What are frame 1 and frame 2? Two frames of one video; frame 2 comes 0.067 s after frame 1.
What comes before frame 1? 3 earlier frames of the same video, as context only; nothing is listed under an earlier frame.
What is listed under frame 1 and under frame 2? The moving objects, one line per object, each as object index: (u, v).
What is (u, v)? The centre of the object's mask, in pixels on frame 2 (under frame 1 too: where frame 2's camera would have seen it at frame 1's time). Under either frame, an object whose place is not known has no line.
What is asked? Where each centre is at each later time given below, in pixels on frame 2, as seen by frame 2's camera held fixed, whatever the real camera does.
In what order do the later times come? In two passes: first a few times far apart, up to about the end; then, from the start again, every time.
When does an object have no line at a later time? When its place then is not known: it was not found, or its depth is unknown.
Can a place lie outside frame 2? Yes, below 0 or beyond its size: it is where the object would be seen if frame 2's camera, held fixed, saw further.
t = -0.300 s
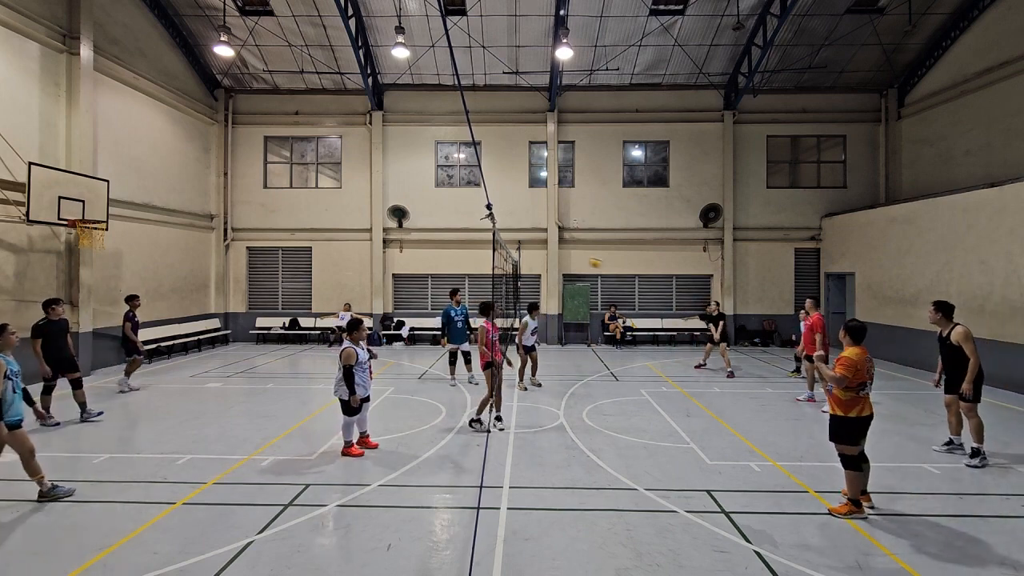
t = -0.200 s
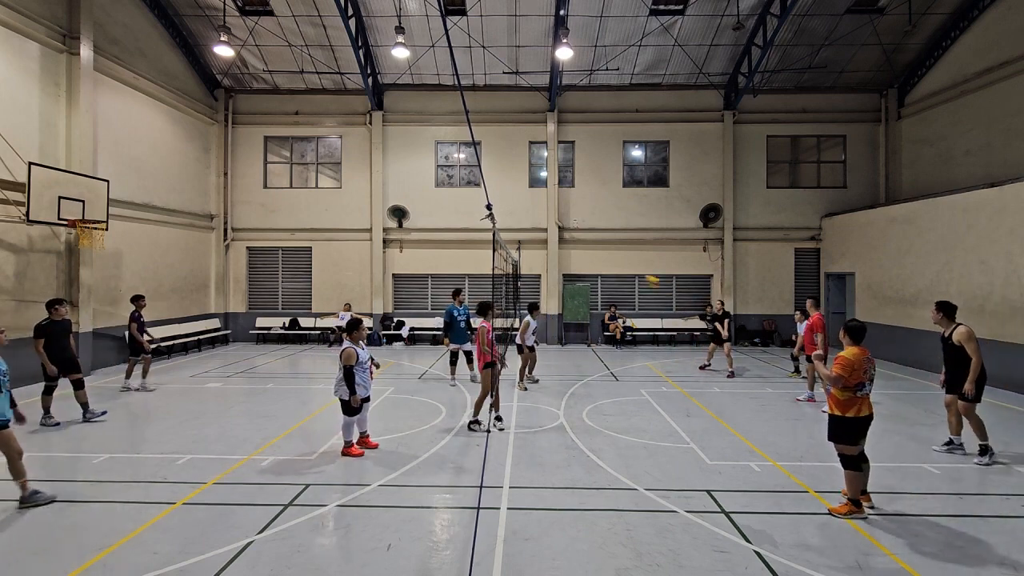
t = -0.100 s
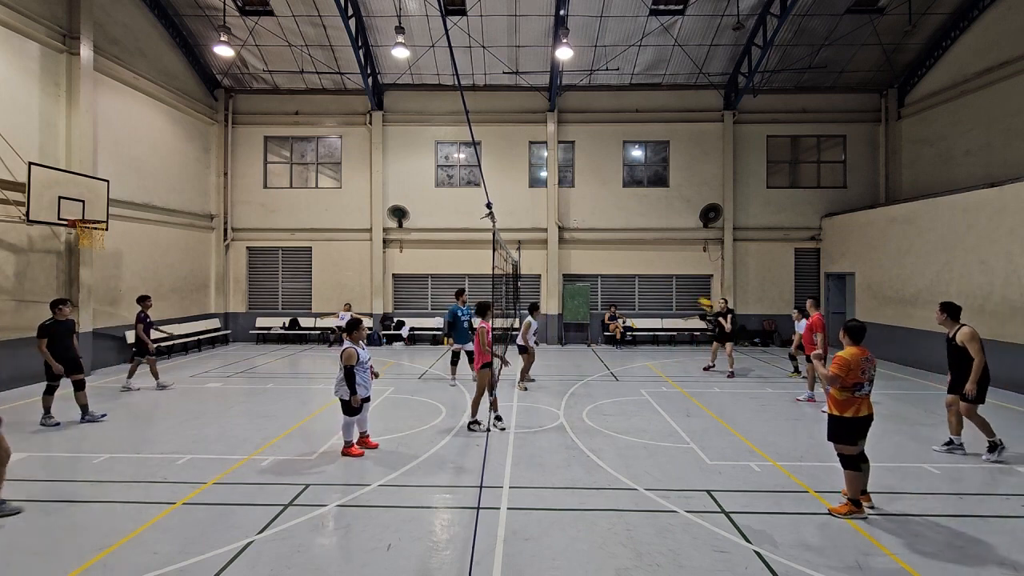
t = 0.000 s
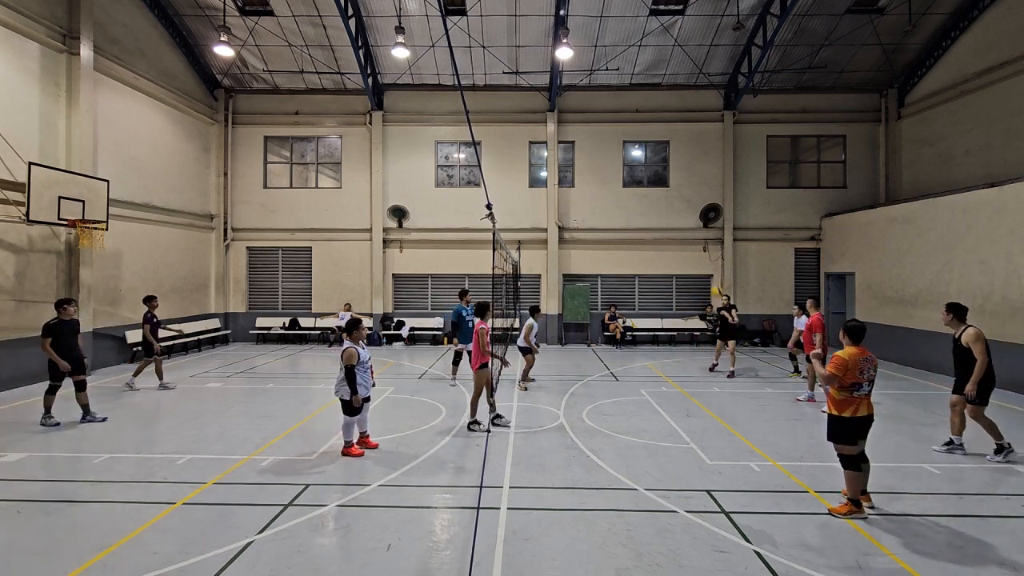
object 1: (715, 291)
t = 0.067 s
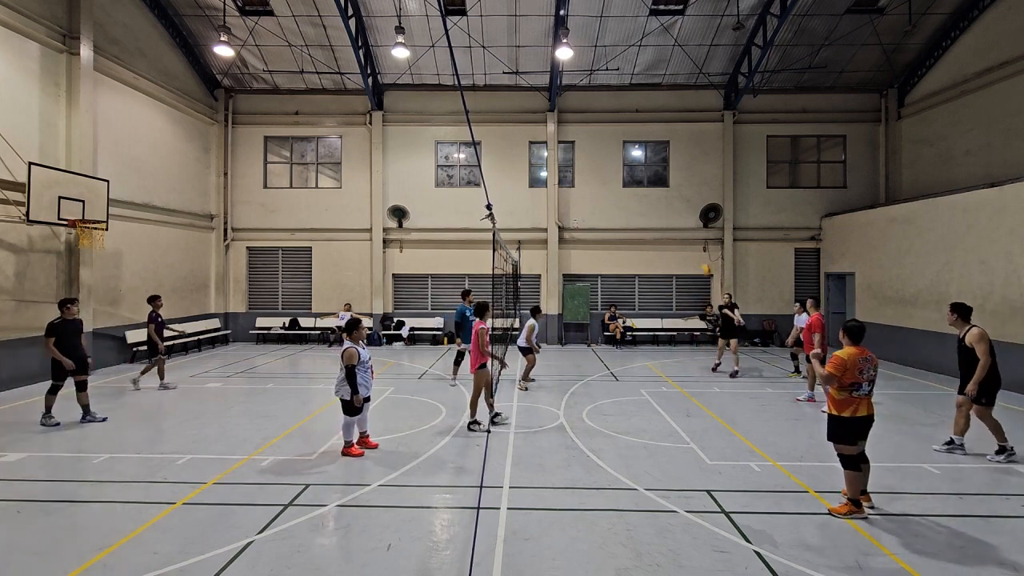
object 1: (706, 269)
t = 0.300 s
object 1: (670, 209)
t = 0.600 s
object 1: (627, 170)
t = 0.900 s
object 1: (586, 174)
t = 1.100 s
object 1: (559, 198)
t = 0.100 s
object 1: (700, 258)
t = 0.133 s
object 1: (696, 248)
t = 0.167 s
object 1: (690, 240)
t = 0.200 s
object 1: (685, 231)
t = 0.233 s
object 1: (680, 223)
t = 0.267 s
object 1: (675, 216)
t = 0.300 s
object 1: (670, 209)
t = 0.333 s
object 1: (665, 202)
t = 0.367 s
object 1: (660, 197)
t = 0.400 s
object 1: (654, 191)
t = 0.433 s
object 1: (651, 186)
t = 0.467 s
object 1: (646, 182)
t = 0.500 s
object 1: (640, 178)
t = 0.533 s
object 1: (637, 176)
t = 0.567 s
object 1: (631, 172)
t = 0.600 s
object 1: (627, 170)
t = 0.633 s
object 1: (622, 169)
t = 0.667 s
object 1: (618, 168)
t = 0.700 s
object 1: (613, 167)
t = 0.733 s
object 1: (609, 167)
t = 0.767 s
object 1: (604, 167)
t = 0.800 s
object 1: (599, 168)
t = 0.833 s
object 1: (595, 169)
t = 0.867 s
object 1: (591, 171)
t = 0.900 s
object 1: (586, 174)
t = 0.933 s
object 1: (581, 177)
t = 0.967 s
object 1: (576, 181)
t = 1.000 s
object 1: (572, 184)
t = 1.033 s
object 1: (568, 188)
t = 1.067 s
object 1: (564, 193)
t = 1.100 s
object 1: (559, 198)
